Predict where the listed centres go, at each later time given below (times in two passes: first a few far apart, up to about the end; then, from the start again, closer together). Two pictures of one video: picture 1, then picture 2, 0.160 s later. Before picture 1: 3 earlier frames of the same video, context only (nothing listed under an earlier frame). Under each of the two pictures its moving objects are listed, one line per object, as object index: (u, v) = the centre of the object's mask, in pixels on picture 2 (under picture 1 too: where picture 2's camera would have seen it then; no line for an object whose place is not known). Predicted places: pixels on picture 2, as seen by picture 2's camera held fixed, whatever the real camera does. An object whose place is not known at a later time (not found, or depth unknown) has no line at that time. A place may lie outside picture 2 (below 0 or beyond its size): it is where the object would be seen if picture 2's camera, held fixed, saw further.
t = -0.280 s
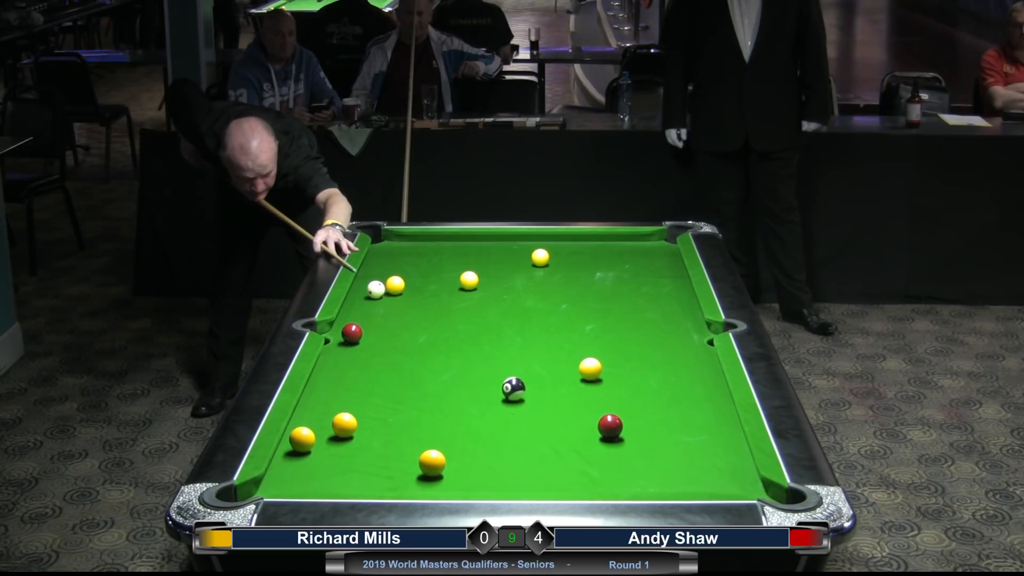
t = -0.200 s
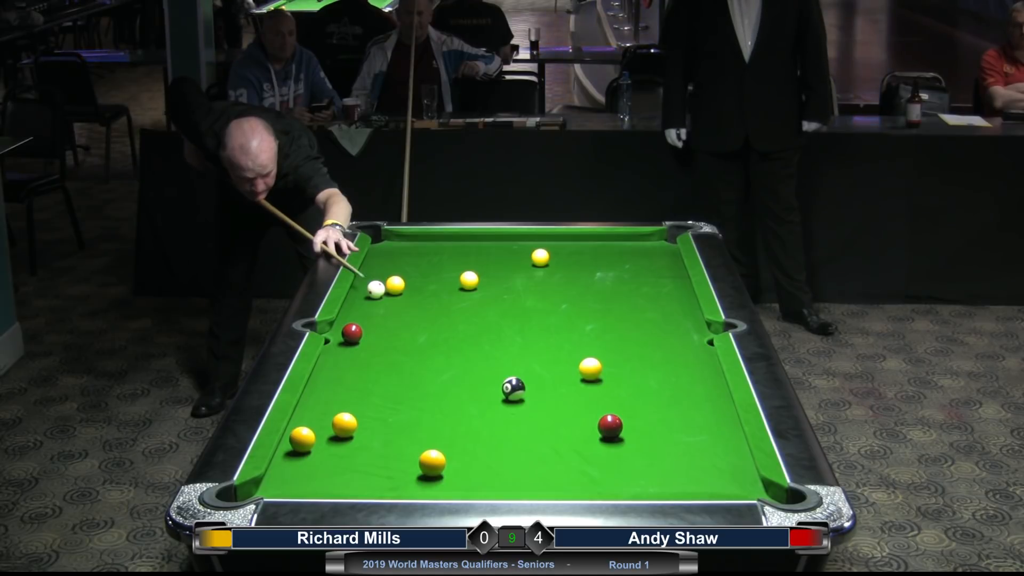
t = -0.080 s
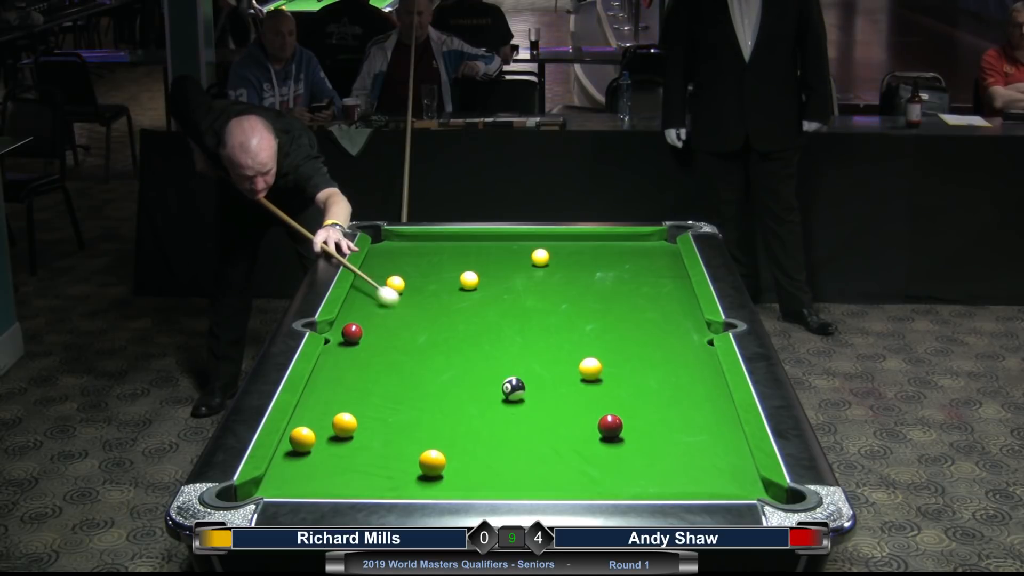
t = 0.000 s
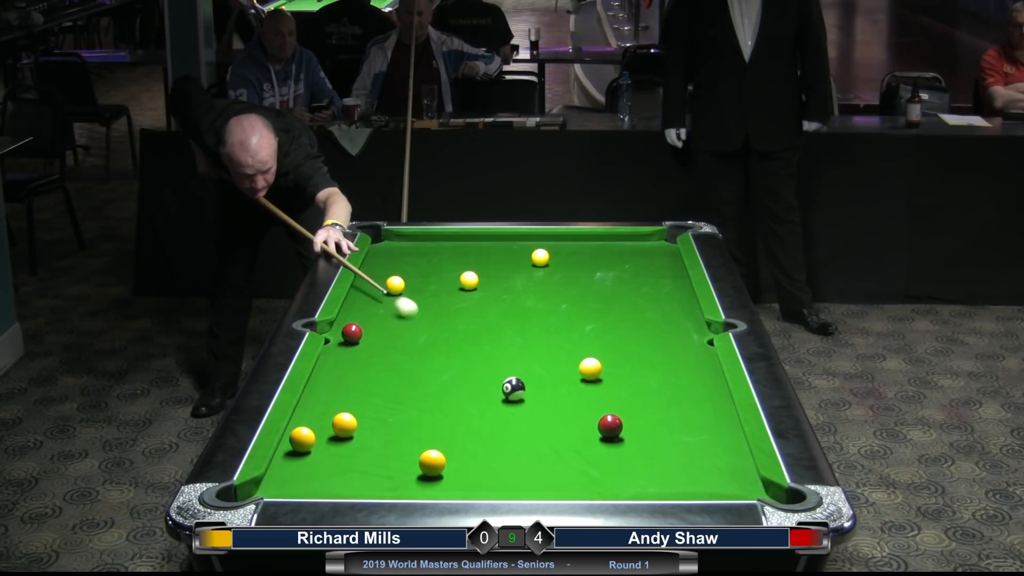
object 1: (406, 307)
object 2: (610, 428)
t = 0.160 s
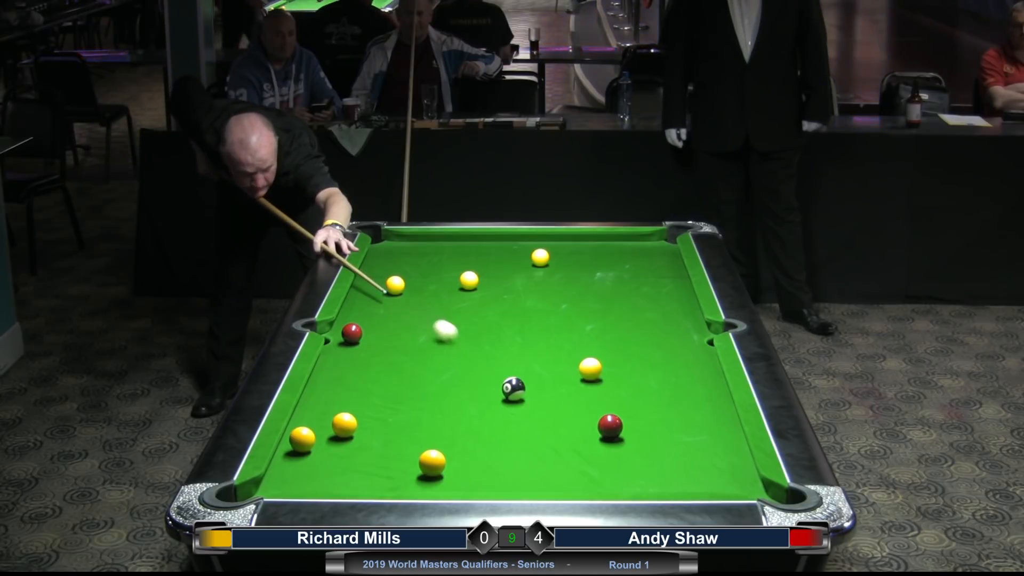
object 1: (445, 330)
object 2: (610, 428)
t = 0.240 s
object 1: (466, 343)
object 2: (610, 428)
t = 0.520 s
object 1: (549, 392)
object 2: (610, 428)
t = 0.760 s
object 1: (589, 423)
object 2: (644, 443)
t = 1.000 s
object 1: (591, 433)
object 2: (707, 470)
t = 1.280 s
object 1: (592, 446)
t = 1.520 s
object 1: (593, 455)
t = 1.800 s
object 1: (594, 464)
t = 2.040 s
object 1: (595, 470)
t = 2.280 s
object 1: (596, 475)
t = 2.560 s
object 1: (597, 479)
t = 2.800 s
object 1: (598, 480)
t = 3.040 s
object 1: (599, 480)
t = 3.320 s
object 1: (598, 480)
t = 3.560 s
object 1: (598, 480)
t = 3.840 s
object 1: (598, 480)
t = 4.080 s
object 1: (598, 480)
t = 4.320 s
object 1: (598, 480)
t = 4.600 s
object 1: (598, 480)
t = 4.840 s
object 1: (598, 480)
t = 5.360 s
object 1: (598, 480)
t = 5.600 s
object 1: (598, 480)
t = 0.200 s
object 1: (455, 337)
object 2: (610, 428)
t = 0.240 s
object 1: (466, 343)
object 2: (610, 428)
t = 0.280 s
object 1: (477, 350)
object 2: (610, 428)
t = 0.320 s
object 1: (488, 357)
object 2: (610, 428)
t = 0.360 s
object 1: (499, 364)
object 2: (610, 428)
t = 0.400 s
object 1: (511, 368)
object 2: (610, 428)
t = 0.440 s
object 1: (525, 376)
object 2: (610, 428)
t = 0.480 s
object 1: (536, 385)
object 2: (610, 428)
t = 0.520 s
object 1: (549, 392)
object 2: (610, 428)
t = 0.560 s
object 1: (562, 400)
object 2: (610, 428)
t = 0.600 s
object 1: (575, 408)
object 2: (610, 428)
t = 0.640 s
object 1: (588, 416)
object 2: (610, 428)
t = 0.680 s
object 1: (592, 420)
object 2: (620, 431)
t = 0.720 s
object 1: (589, 421)
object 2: (633, 437)
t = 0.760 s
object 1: (589, 423)
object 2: (644, 443)
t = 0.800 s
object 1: (589, 424)
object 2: (654, 448)
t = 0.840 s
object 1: (589, 426)
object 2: (665, 452)
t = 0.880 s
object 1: (590, 429)
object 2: (675, 457)
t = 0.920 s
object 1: (590, 430)
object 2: (686, 462)
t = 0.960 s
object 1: (590, 431)
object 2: (696, 466)
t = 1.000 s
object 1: (591, 433)
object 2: (707, 470)
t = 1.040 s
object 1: (591, 436)
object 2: (717, 476)
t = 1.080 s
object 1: (591, 437)
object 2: (728, 479)
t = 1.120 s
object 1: (591, 439)
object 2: (739, 483)
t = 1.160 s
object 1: (591, 441)
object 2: (750, 486)
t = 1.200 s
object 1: (592, 442)
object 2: (761, 490)
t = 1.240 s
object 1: (592, 444)
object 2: (773, 495)
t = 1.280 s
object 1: (592, 446)
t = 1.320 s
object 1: (592, 448)
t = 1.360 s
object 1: (593, 449)
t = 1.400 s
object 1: (593, 451)
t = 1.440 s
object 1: (593, 452)
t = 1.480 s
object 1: (593, 454)
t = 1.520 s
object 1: (593, 455)
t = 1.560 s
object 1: (593, 456)
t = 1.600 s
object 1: (594, 458)
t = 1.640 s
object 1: (594, 459)
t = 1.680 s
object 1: (594, 461)
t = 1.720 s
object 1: (594, 462)
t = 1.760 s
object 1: (594, 463)
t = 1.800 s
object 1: (594, 464)
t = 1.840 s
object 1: (594, 465)
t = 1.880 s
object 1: (594, 466)
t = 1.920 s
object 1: (594, 468)
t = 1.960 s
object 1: (595, 469)
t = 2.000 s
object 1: (595, 469)
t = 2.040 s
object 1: (595, 470)
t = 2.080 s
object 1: (595, 471)
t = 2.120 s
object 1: (595, 472)
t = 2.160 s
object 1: (595, 473)
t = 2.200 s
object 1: (595, 474)
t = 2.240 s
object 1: (595, 474)
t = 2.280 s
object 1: (596, 475)
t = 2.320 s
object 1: (596, 476)
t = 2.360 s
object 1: (596, 477)
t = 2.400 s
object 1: (596, 477)
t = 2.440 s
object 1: (596, 478)
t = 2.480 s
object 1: (596, 478)
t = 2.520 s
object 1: (596, 479)
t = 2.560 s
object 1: (597, 479)
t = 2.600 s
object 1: (597, 479)
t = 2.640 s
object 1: (597, 479)
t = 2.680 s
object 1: (597, 480)
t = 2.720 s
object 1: (597, 480)
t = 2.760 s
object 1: (598, 480)
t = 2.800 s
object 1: (598, 480)
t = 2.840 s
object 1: (598, 480)
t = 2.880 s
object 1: (598, 480)
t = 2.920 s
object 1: (599, 480)
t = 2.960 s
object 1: (599, 481)
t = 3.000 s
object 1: (599, 480)
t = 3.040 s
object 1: (599, 480)
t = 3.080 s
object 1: (598, 480)
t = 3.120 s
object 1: (598, 480)
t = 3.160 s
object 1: (598, 480)
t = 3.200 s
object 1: (598, 480)
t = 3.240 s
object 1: (598, 480)
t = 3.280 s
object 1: (598, 480)
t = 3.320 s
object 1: (598, 480)
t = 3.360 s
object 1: (598, 480)
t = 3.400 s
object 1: (598, 480)
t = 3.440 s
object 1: (598, 480)
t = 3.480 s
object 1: (598, 480)
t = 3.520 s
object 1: (598, 480)
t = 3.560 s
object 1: (598, 480)
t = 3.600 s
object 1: (598, 480)
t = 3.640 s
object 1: (598, 480)
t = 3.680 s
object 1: (598, 480)
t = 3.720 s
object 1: (598, 480)
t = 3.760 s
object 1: (598, 480)
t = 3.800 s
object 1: (598, 480)
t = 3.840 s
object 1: (598, 480)
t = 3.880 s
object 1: (598, 480)
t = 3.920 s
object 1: (598, 480)
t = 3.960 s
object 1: (598, 480)
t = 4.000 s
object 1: (598, 480)
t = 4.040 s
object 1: (598, 480)
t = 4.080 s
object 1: (598, 480)
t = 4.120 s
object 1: (598, 480)
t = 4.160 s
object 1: (598, 480)
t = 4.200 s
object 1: (598, 480)
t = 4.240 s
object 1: (598, 480)
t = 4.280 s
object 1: (598, 480)
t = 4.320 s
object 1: (598, 480)
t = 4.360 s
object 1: (598, 480)
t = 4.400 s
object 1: (598, 480)
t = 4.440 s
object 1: (598, 480)
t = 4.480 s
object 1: (598, 480)
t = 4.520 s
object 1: (598, 480)
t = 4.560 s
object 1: (598, 480)
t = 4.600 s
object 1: (598, 480)
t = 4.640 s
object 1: (598, 480)
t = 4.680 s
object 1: (598, 480)
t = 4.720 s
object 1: (598, 480)
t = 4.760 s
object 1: (598, 480)
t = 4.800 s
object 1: (598, 480)
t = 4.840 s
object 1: (598, 480)
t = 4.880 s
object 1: (598, 480)
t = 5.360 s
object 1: (598, 480)
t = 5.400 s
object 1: (598, 480)
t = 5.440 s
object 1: (598, 480)
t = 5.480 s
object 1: (598, 480)
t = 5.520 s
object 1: (598, 480)
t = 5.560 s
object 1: (598, 480)
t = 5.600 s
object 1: (598, 480)
